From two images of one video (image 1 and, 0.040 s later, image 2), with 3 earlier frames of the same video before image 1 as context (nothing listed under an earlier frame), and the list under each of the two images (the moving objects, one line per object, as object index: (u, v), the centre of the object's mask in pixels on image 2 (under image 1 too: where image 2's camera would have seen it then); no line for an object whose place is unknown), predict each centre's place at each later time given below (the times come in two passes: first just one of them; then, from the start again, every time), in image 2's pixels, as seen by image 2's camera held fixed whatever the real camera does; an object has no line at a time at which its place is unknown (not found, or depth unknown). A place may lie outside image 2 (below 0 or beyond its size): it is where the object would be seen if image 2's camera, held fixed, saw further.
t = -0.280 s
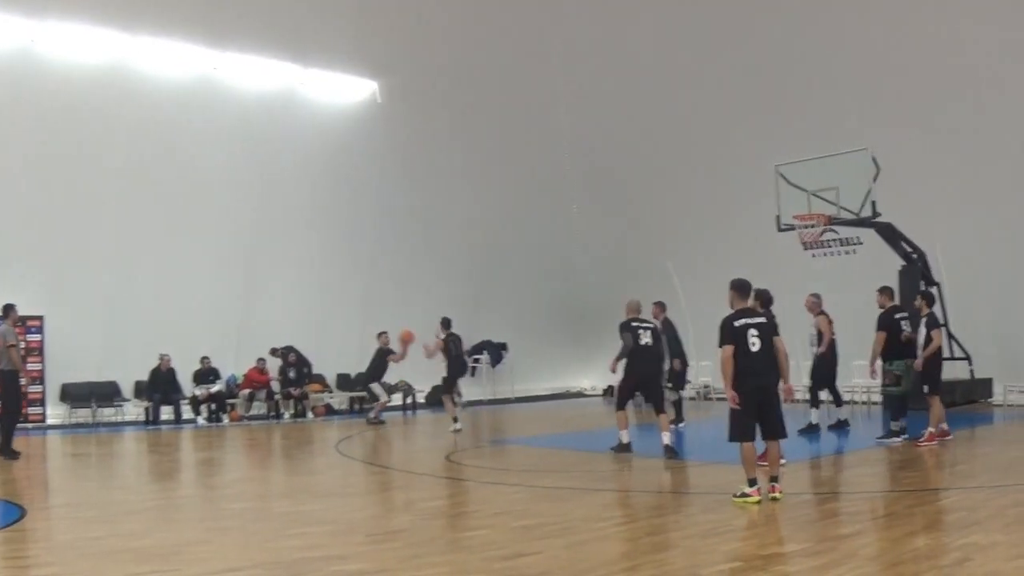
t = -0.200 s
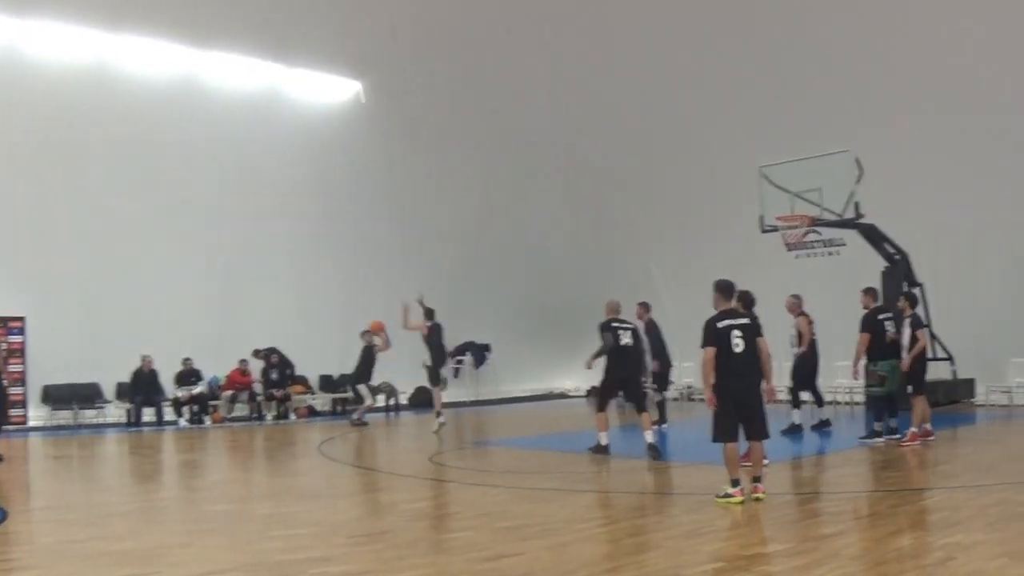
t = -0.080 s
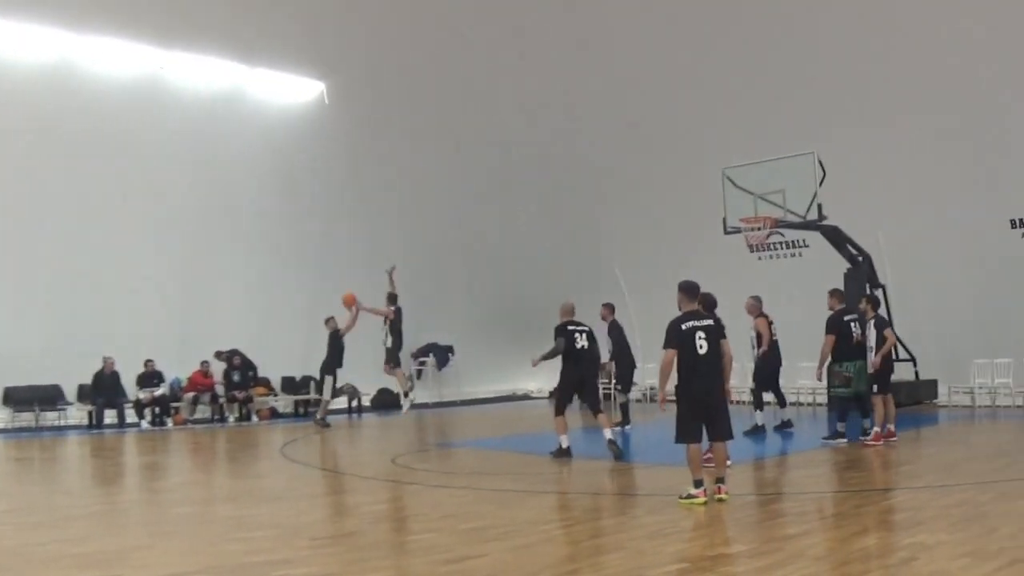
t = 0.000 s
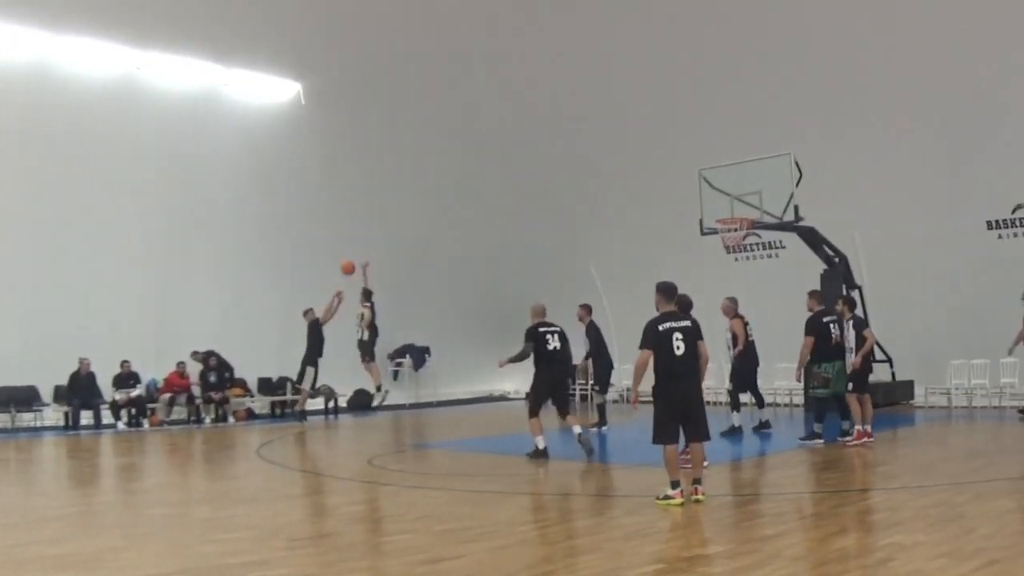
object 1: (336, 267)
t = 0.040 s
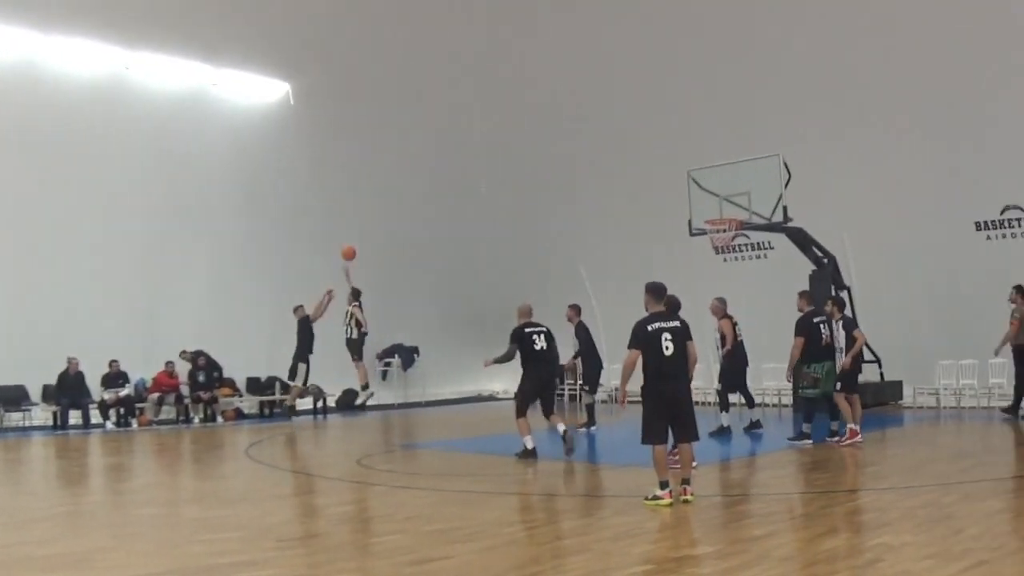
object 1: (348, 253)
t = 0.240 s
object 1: (399, 194)
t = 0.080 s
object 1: (360, 239)
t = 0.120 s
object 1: (370, 227)
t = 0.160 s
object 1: (380, 214)
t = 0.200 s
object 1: (389, 204)
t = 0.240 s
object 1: (399, 194)
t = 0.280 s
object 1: (409, 185)
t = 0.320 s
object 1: (420, 176)
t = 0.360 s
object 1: (431, 169)
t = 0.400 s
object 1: (442, 162)
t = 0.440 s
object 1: (454, 157)
